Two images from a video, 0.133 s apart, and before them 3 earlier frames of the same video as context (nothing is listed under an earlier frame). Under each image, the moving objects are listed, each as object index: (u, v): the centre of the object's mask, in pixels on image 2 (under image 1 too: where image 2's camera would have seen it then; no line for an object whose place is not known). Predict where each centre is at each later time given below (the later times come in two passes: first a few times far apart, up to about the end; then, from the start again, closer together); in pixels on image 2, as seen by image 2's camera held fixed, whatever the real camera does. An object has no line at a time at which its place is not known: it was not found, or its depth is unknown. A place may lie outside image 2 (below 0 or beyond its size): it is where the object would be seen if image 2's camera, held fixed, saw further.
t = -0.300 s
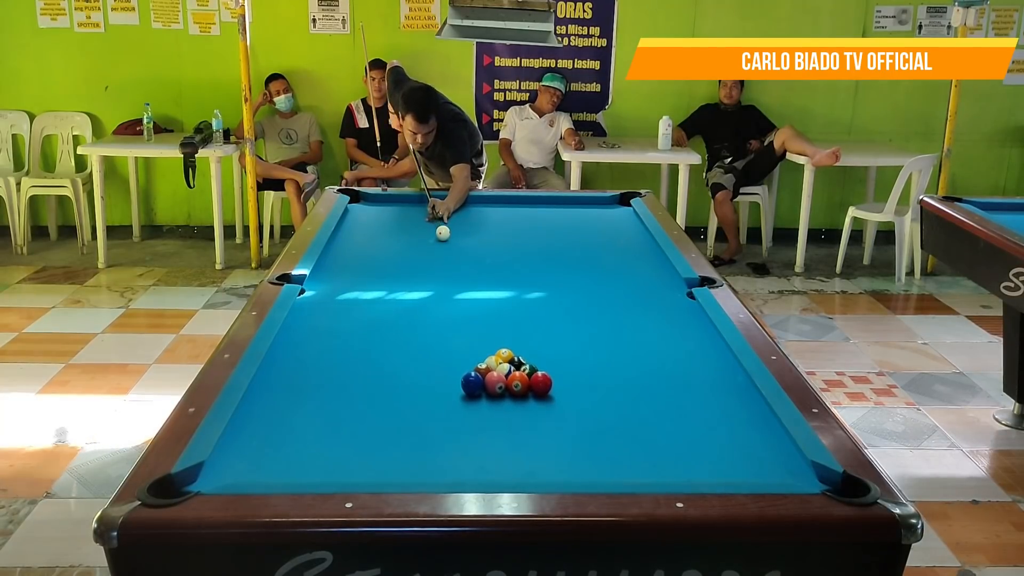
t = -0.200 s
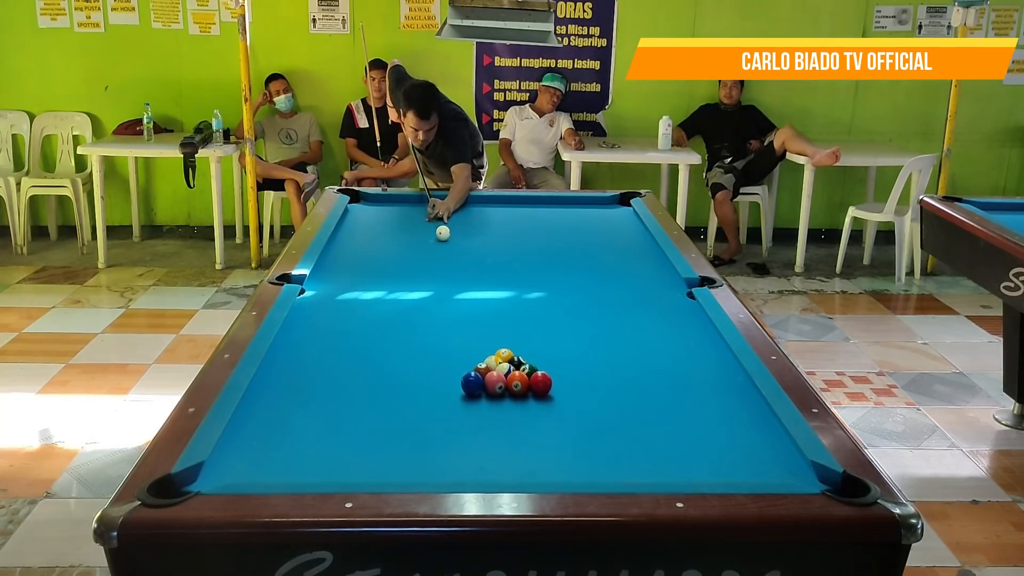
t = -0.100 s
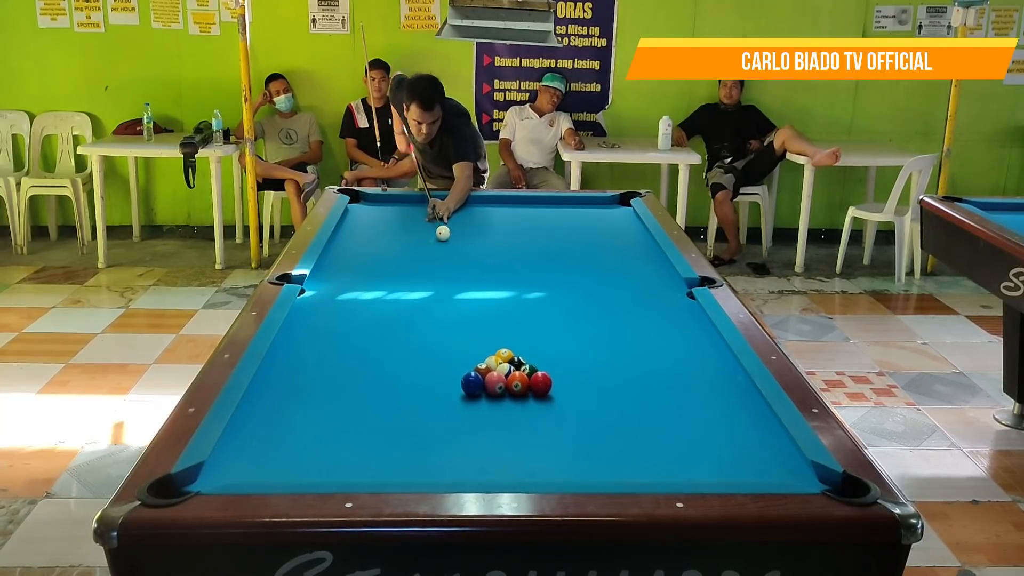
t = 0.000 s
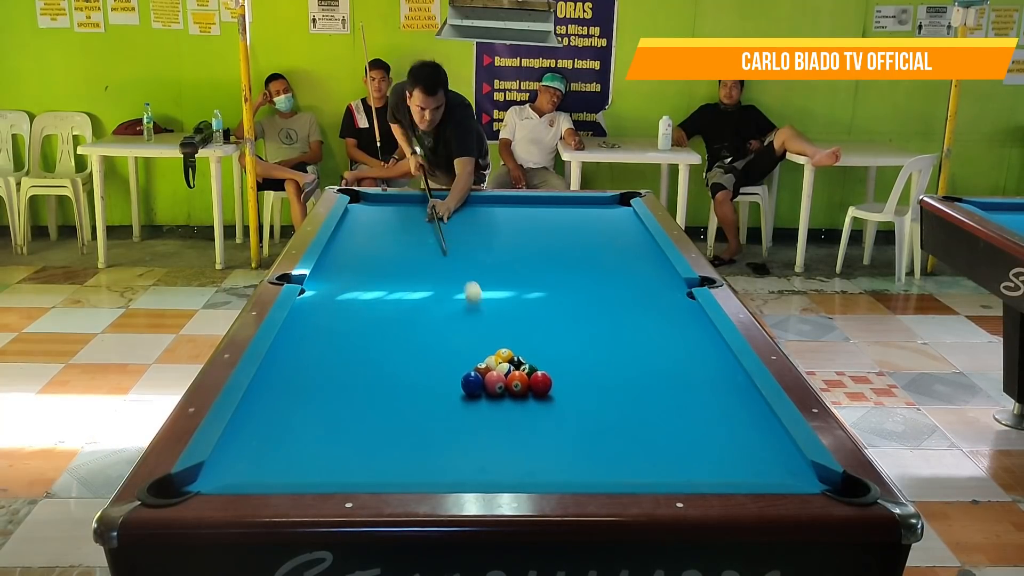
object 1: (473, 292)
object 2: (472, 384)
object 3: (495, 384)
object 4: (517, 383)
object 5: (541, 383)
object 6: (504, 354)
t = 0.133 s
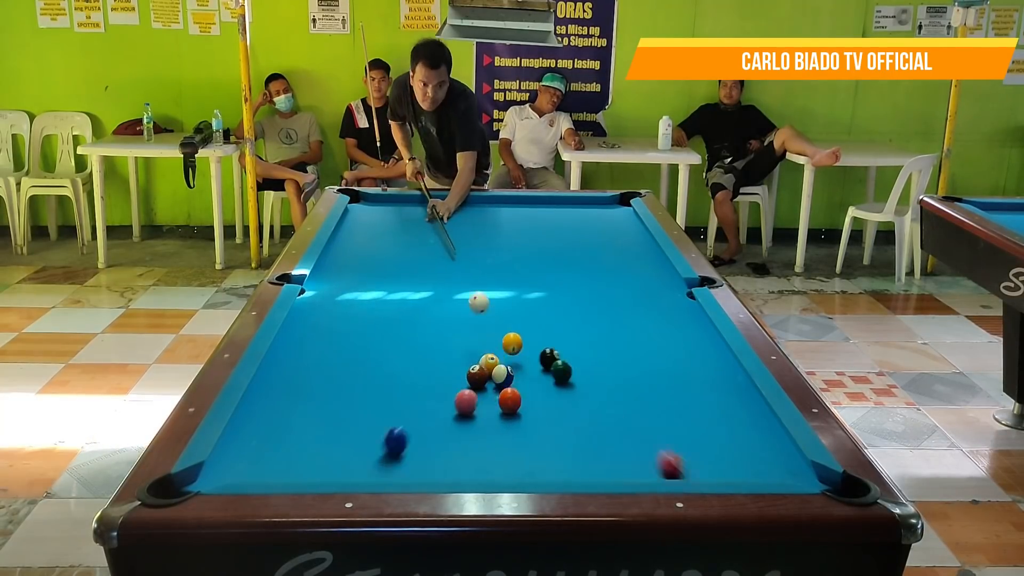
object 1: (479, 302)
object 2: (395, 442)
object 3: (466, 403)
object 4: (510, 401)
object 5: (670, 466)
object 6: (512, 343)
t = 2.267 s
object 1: (374, 211)
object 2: (456, 283)
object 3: (362, 335)
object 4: (432, 387)
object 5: (463, 252)
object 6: (577, 237)
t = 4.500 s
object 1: (413, 225)
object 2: (535, 265)
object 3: (474, 275)
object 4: (432, 386)
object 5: (446, 440)
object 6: (589, 206)
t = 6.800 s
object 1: (425, 240)
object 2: (541, 265)
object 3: (505, 261)
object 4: (432, 386)
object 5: (642, 398)
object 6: (599, 212)
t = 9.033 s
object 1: (426, 240)
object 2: (541, 265)
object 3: (506, 261)
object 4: (432, 386)
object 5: (690, 375)
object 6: (599, 212)
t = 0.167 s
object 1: (470, 291)
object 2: (362, 466)
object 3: (456, 410)
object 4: (507, 407)
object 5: (702, 463)
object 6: (515, 345)
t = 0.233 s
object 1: (455, 282)
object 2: (326, 452)
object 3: (436, 423)
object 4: (502, 419)
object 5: (725, 422)
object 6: (520, 342)
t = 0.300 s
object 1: (441, 288)
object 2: (307, 429)
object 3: (415, 437)
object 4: (496, 432)
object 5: (744, 390)
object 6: (525, 339)
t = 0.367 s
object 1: (426, 310)
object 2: (292, 405)
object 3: (394, 451)
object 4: (491, 445)
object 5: (715, 366)
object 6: (530, 335)
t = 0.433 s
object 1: (413, 303)
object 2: (279, 386)
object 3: (371, 465)
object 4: (485, 459)
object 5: (683, 345)
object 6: (535, 331)
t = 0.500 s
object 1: (401, 296)
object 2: (269, 369)
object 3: (350, 471)
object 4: (478, 469)
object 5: (663, 328)
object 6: (540, 326)
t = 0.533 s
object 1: (396, 298)
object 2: (278, 362)
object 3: (344, 469)
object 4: (475, 472)
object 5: (666, 320)
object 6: (542, 324)
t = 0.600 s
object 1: (384, 304)
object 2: (295, 349)
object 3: (333, 464)
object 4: (471, 467)
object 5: (666, 306)
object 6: (547, 320)
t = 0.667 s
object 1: (374, 301)
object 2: (311, 336)
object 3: (323, 455)
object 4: (468, 461)
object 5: (664, 292)
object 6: (551, 316)
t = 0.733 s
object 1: (364, 302)
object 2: (326, 325)
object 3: (313, 446)
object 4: (464, 453)
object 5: (662, 280)
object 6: (555, 312)
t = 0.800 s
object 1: (355, 303)
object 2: (340, 314)
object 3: (304, 439)
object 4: (461, 446)
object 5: (660, 268)
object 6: (560, 308)
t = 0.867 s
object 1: (351, 295)
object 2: (349, 310)
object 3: (295, 432)
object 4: (458, 439)
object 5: (659, 258)
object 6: (564, 304)
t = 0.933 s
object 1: (349, 289)
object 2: (354, 309)
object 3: (286, 425)
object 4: (455, 431)
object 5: (651, 248)
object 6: (567, 301)
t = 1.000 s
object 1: (347, 282)
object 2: (361, 308)
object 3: (278, 418)
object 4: (452, 425)
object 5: (642, 239)
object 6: (570, 297)
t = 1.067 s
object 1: (344, 277)
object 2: (367, 306)
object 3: (270, 412)
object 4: (450, 418)
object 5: (634, 230)
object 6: (570, 292)
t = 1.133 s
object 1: (342, 271)
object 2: (373, 304)
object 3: (262, 406)
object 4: (447, 412)
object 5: (627, 222)
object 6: (570, 288)
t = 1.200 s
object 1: (339, 266)
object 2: (379, 302)
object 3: (255, 399)
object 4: (444, 406)
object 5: (619, 215)
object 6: (571, 284)
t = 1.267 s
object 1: (337, 261)
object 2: (385, 301)
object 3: (261, 394)
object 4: (442, 401)
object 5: (613, 207)
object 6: (571, 280)
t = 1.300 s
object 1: (336, 258)
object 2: (387, 300)
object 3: (265, 391)
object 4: (441, 398)
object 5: (610, 204)
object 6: (572, 278)
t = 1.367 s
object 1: (334, 253)
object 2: (393, 299)
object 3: (273, 387)
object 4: (439, 395)
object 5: (603, 201)
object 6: (573, 274)
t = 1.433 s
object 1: (332, 249)
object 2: (398, 297)
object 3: (281, 382)
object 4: (438, 394)
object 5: (594, 204)
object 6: (573, 271)
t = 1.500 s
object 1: (334, 245)
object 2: (404, 296)
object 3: (289, 377)
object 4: (438, 393)
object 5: (585, 208)
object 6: (574, 268)
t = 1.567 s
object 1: (339, 241)
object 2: (409, 294)
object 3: (296, 373)
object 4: (437, 392)
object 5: (576, 212)
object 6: (574, 265)
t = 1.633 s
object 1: (343, 238)
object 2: (414, 293)
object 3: (304, 369)
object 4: (437, 391)
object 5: (566, 215)
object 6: (574, 262)
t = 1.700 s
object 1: (346, 235)
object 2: (419, 292)
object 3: (311, 365)
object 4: (436, 390)
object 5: (557, 219)
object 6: (575, 259)
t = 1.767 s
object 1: (350, 232)
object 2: (424, 290)
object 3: (317, 361)
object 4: (436, 390)
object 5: (547, 222)
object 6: (575, 256)
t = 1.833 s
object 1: (354, 228)
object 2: (429, 289)
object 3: (324, 357)
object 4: (435, 389)
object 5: (537, 226)
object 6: (575, 253)
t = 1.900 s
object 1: (357, 225)
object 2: (433, 288)
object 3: (330, 353)
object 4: (434, 388)
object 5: (526, 230)
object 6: (575, 251)
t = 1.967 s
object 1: (360, 222)
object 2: (438, 287)
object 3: (337, 349)
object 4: (434, 388)
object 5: (515, 234)
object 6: (576, 248)
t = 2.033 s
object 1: (364, 220)
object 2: (442, 286)
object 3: (342, 346)
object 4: (433, 387)
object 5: (504, 238)
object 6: (576, 245)
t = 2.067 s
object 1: (365, 218)
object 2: (444, 286)
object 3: (345, 344)
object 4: (433, 387)
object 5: (499, 240)
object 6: (576, 244)
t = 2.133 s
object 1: (368, 216)
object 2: (448, 284)
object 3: (351, 341)
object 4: (433, 387)
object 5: (487, 244)
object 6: (576, 242)
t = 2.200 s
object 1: (371, 213)
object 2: (452, 284)
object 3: (357, 338)
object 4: (432, 387)
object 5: (475, 248)
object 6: (576, 239)
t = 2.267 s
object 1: (374, 211)
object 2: (456, 283)
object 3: (362, 335)
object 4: (432, 387)
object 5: (463, 252)
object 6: (577, 237)
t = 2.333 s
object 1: (377, 208)
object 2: (460, 282)
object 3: (367, 332)
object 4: (432, 387)
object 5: (451, 257)
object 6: (577, 235)
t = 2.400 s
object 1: (380, 206)
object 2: (464, 281)
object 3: (372, 329)
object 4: (432, 387)
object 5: (438, 262)
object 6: (577, 232)
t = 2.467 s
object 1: (382, 204)
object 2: (467, 280)
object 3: (377, 326)
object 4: (432, 387)
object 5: (425, 266)
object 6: (577, 230)
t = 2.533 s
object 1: (385, 202)
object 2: (469, 277)
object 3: (382, 323)
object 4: (432, 387)
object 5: (411, 271)
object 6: (578, 228)
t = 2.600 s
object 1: (387, 199)
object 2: (476, 275)
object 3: (386, 321)
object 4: (432, 387)
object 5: (397, 276)
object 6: (578, 226)
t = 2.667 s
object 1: (389, 197)
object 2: (478, 277)
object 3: (391, 318)
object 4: (432, 387)
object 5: (383, 281)
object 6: (578, 225)
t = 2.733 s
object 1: (390, 198)
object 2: (481, 276)
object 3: (395, 316)
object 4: (432, 387)
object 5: (368, 286)
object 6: (578, 223)
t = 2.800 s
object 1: (391, 199)
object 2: (484, 276)
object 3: (399, 314)
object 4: (432, 387)
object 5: (352, 292)
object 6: (579, 221)
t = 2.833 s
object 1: (392, 200)
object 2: (486, 276)
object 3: (401, 313)
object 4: (432, 387)
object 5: (344, 295)
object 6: (579, 220)
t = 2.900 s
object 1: (393, 201)
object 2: (489, 275)
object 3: (405, 310)
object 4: (432, 387)
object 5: (328, 301)
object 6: (579, 218)
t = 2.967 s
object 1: (394, 202)
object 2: (492, 274)
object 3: (409, 308)
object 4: (432, 387)
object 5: (312, 306)
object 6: (579, 217)
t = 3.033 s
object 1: (395, 203)
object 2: (495, 274)
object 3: (413, 306)
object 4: (432, 387)
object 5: (299, 313)
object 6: (579, 215)
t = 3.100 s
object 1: (396, 204)
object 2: (498, 273)
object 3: (417, 304)
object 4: (432, 387)
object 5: (305, 317)
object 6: (580, 213)
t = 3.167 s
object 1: (397, 206)
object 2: (500, 272)
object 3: (420, 302)
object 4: (432, 387)
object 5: (310, 322)
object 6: (580, 212)
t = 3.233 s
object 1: (398, 207)
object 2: (503, 272)
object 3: (424, 300)
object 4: (432, 387)
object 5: (316, 327)
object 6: (580, 210)
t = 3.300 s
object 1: (399, 208)
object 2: (505, 271)
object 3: (427, 298)
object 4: (432, 387)
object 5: (322, 332)
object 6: (580, 209)
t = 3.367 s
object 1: (399, 209)
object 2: (507, 271)
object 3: (430, 297)
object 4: (432, 387)
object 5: (328, 337)
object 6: (580, 207)
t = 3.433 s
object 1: (401, 210)
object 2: (510, 270)
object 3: (434, 295)
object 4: (432, 386)
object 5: (334, 342)
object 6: (580, 206)
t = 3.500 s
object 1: (401, 211)
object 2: (512, 270)
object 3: (437, 293)
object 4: (432, 386)
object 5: (340, 348)
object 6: (581, 205)
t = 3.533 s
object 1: (402, 212)
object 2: (513, 269)
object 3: (438, 292)
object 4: (432, 386)
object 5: (343, 350)
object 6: (581, 204)
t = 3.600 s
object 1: (403, 213)
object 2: (515, 269)
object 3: (441, 291)
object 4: (432, 387)
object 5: (349, 356)
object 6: (581, 203)
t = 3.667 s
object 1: (404, 214)
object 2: (517, 269)
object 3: (444, 289)
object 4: (432, 387)
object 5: (355, 362)
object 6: (581, 202)
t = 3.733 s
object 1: (404, 215)
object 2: (519, 268)
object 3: (447, 288)
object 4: (432, 386)
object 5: (362, 367)
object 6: (582, 201)
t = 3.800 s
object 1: (405, 216)
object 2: (521, 268)
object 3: (450, 286)
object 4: (432, 386)
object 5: (368, 373)
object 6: (582, 200)
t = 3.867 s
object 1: (406, 217)
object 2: (522, 267)
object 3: (452, 285)
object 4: (432, 386)
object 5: (375, 378)
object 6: (583, 200)
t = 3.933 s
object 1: (407, 218)
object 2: (524, 267)
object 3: (455, 284)
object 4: (432, 386)
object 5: (382, 384)
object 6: (583, 201)
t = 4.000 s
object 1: (408, 219)
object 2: (526, 267)
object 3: (458, 283)
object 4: (432, 386)
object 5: (389, 390)
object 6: (584, 201)
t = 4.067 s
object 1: (408, 220)
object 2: (527, 266)
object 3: (460, 281)
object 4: (432, 386)
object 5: (396, 397)
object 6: (585, 202)
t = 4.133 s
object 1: (409, 221)
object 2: (529, 266)
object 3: (462, 280)
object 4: (432, 386)
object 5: (403, 403)
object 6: (586, 203)
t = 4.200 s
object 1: (410, 222)
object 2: (530, 266)
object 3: (465, 279)
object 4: (432, 386)
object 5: (410, 410)
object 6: (586, 203)
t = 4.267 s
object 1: (410, 222)
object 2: (531, 265)
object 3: (467, 278)
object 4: (432, 386)
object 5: (418, 416)
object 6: (587, 204)
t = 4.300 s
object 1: (411, 223)
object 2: (532, 265)
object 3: (468, 278)
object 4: (432, 386)
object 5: (422, 419)
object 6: (587, 204)
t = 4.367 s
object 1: (411, 224)
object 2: (533, 265)
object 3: (470, 277)
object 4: (432, 386)
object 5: (430, 426)
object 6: (588, 205)
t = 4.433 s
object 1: (412, 225)
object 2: (534, 265)
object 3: (472, 276)
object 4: (432, 386)
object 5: (438, 433)
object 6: (589, 205)
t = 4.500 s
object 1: (413, 225)
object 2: (535, 265)
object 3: (474, 275)
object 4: (432, 386)
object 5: (446, 440)
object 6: (589, 206)
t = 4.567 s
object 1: (413, 226)
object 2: (536, 265)
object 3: (476, 274)
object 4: (432, 387)
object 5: (454, 447)
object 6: (590, 206)
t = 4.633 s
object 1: (414, 227)
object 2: (537, 265)
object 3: (478, 273)
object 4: (432, 386)
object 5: (462, 454)
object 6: (591, 206)
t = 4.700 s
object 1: (415, 228)
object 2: (538, 264)
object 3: (480, 272)
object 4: (432, 387)
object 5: (471, 461)
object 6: (591, 207)
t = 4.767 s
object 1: (415, 229)
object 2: (539, 264)
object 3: (482, 271)
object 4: (432, 387)
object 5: (479, 467)
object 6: (591, 208)
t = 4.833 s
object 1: (416, 229)
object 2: (539, 264)
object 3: (483, 271)
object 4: (432, 387)
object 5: (488, 471)
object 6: (592, 208)
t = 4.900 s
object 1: (417, 230)
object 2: (540, 264)
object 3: (485, 270)
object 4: (432, 386)
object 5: (497, 471)
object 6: (593, 208)
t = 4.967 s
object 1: (417, 231)
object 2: (540, 264)
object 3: (487, 269)
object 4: (432, 387)
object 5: (504, 469)
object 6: (593, 209)
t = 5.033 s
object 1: (418, 232)
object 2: (540, 264)
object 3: (488, 269)
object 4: (432, 387)
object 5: (512, 467)
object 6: (594, 209)
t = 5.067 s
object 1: (418, 232)
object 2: (541, 264)
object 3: (489, 268)
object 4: (432, 387)
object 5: (516, 465)
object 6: (594, 209)
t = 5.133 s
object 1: (419, 233)
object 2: (541, 264)
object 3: (490, 268)
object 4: (432, 387)
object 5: (523, 463)
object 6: (595, 210)
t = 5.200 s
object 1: (419, 233)
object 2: (541, 264)
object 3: (492, 267)
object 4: (432, 387)
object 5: (529, 459)
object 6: (595, 210)
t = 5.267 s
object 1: (420, 234)
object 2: (541, 264)
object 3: (493, 267)
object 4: (432, 387)
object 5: (536, 455)
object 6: (596, 210)
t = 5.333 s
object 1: (420, 234)
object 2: (541, 264)
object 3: (494, 266)
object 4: (432, 387)
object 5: (542, 452)
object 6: (596, 210)
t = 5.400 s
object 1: (421, 235)
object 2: (541, 264)
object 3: (495, 266)
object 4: (432, 387)
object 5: (548, 448)
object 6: (597, 211)
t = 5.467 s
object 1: (421, 235)
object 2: (541, 264)
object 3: (496, 265)
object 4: (432, 387)
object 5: (555, 445)
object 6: (597, 211)
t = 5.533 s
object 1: (422, 236)
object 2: (541, 264)
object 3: (497, 265)
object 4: (432, 387)
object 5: (560, 441)
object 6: (597, 211)
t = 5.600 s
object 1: (422, 236)
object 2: (541, 264)
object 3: (498, 264)
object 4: (432, 386)
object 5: (566, 438)
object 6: (598, 211)
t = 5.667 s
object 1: (422, 237)
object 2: (541, 264)
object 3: (499, 264)
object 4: (432, 386)
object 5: (572, 435)
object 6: (598, 211)
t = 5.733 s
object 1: (423, 237)
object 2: (541, 264)
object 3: (499, 263)
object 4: (432, 386)
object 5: (577, 433)
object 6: (598, 212)
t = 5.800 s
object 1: (423, 237)
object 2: (541, 265)
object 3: (500, 263)
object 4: (432, 386)
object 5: (582, 430)
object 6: (598, 212)
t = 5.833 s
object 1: (423, 237)
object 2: (541, 265)
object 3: (501, 263)
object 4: (432, 386)
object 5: (585, 429)
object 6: (599, 212)
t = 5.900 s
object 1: (424, 238)
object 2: (541, 265)
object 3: (502, 263)
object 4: (432, 386)
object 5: (590, 426)
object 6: (599, 212)
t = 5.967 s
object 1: (424, 238)
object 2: (541, 265)
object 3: (502, 262)
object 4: (432, 387)
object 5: (595, 423)
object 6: (599, 212)
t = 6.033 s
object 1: (424, 239)
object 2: (541, 265)
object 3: (503, 262)
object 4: (432, 387)
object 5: (599, 421)
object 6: (599, 212)
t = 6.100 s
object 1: (424, 239)
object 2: (541, 265)
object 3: (504, 262)
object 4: (432, 386)
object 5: (603, 418)
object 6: (599, 212)
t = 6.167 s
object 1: (424, 239)
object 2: (541, 265)
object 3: (504, 262)
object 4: (432, 386)
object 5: (608, 416)
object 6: (599, 212)
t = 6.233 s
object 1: (425, 239)
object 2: (541, 264)
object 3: (504, 262)
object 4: (432, 386)
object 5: (612, 414)
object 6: (599, 212)
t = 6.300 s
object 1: (425, 240)
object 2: (541, 265)
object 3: (505, 262)
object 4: (432, 386)
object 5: (616, 411)
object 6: (599, 212)
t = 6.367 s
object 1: (425, 240)
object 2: (541, 264)
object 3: (505, 261)
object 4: (432, 386)
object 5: (620, 410)
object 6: (599, 212)
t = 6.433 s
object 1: (425, 240)
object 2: (541, 265)
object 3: (505, 261)
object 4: (432, 386)
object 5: (624, 408)
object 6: (599, 212)
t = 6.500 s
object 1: (425, 240)
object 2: (541, 265)
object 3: (505, 261)
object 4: (432, 386)
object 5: (627, 406)
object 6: (599, 212)
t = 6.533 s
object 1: (425, 240)
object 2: (541, 265)
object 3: (505, 261)
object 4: (432, 386)
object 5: (629, 405)
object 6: (599, 212)
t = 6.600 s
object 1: (425, 240)
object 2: (541, 265)
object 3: (505, 261)
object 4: (432, 386)
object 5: (633, 403)
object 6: (599, 212)
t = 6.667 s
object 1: (425, 240)
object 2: (541, 265)
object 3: (505, 261)
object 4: (432, 386)
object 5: (636, 402)
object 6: (599, 212)
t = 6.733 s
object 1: (425, 240)
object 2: (541, 265)
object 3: (505, 261)
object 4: (432, 386)
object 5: (639, 399)
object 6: (599, 212)
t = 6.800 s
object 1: (425, 240)
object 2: (541, 265)
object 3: (505, 261)
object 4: (432, 386)
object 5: (642, 398)
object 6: (599, 212)
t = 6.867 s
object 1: (425, 240)
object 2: (541, 265)
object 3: (505, 261)
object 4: (432, 386)
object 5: (645, 397)
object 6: (599, 212)
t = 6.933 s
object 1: (425, 240)
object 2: (541, 265)
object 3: (505, 261)
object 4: (432, 386)
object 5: (648, 395)
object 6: (599, 212)
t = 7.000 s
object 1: (425, 240)
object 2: (541, 265)
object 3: (505, 261)
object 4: (432, 386)
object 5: (651, 394)
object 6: (599, 212)
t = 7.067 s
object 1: (425, 240)
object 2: (541, 265)
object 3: (505, 261)
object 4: (432, 386)
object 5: (654, 392)
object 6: (599, 212)
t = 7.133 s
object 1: (425, 240)
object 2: (541, 265)
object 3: (505, 261)
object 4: (432, 386)
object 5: (656, 391)
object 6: (599, 212)
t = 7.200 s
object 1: (425, 240)
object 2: (541, 265)
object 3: (505, 261)
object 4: (432, 386)
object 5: (659, 390)
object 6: (599, 212)
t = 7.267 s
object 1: (425, 240)
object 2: (541, 265)
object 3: (505, 261)
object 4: (432, 386)
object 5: (662, 389)
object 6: (599, 212)
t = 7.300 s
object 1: (425, 240)
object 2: (541, 265)
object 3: (505, 261)
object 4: (432, 386)
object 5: (663, 388)
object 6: (599, 212)
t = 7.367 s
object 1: (425, 240)
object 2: (541, 265)
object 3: (505, 261)
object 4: (432, 386)
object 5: (665, 387)
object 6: (599, 212)
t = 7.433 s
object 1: (425, 240)
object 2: (541, 265)
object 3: (505, 261)
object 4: (432, 386)
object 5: (667, 386)
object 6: (599, 212)
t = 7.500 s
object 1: (425, 240)
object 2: (541, 265)
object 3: (505, 261)
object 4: (432, 386)
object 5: (669, 385)
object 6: (599, 212)
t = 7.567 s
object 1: (425, 240)
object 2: (541, 265)
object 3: (505, 261)
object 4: (432, 386)
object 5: (671, 384)
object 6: (599, 212)
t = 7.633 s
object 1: (425, 240)
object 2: (541, 265)
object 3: (505, 261)
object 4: (432, 386)
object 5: (673, 383)
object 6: (599, 212)
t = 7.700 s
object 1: (425, 240)
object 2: (541, 265)
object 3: (505, 261)
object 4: (432, 386)
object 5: (675, 383)
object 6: (599, 212)
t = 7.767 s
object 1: (425, 240)
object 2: (541, 265)
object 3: (505, 261)
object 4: (432, 386)
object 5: (676, 382)
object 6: (599, 212)
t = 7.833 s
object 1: (426, 240)
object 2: (541, 265)
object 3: (505, 261)
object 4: (432, 386)
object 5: (678, 381)
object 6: (599, 212)
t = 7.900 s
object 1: (425, 240)
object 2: (541, 265)
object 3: (505, 261)
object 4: (432, 386)
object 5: (679, 380)
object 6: (599, 212)
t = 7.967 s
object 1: (426, 240)
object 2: (541, 265)
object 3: (505, 261)
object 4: (432, 386)
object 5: (680, 380)
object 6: (599, 212)
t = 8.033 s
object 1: (426, 240)
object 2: (541, 265)
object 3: (505, 261)
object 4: (432, 386)
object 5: (681, 379)
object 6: (599, 212)
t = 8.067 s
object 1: (426, 240)
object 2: (541, 265)
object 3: (505, 261)
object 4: (432, 386)
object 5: (682, 379)
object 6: (599, 212)
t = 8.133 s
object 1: (426, 240)
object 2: (541, 265)
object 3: (505, 261)
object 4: (432, 386)
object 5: (683, 378)
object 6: (599, 212)
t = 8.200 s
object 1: (426, 240)
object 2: (541, 265)
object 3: (505, 261)
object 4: (432, 386)
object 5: (684, 377)
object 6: (599, 212)
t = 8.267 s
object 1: (426, 240)
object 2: (541, 265)
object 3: (505, 261)
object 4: (432, 386)
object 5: (684, 377)
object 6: (599, 212)
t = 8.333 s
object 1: (426, 240)
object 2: (541, 265)
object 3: (506, 261)
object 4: (432, 386)
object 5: (685, 377)
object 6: (599, 212)
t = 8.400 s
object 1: (426, 240)
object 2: (541, 265)
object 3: (505, 261)
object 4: (432, 386)
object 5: (686, 377)
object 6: (599, 212)
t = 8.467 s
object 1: (426, 240)
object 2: (541, 265)
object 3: (505, 261)
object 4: (432, 386)
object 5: (687, 376)
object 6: (599, 212)
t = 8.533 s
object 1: (426, 240)
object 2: (541, 265)
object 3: (506, 261)
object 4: (432, 386)
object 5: (688, 376)
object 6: (599, 212)
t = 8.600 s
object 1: (426, 240)
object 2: (541, 265)
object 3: (505, 261)
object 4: (432, 386)
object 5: (688, 376)
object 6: (599, 212)
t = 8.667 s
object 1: (426, 240)
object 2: (541, 265)
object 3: (505, 261)
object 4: (432, 386)
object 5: (689, 376)
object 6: (599, 212)
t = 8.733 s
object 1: (426, 240)
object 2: (541, 265)
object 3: (506, 261)
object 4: (432, 386)
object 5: (689, 376)
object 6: (599, 212)
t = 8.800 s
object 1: (426, 240)
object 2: (541, 265)
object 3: (506, 261)
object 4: (432, 386)
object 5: (689, 376)
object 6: (599, 212)
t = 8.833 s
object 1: (426, 240)
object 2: (541, 265)
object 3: (506, 261)
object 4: (432, 386)
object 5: (689, 376)
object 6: (599, 212)
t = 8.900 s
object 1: (426, 240)
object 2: (541, 265)
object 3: (506, 261)
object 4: (432, 386)
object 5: (690, 375)
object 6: (599, 212)
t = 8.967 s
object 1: (426, 240)
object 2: (541, 265)
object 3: (506, 261)
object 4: (432, 386)
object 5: (690, 376)
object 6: (599, 212)
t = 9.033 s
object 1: (426, 240)
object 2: (541, 265)
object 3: (506, 261)
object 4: (432, 386)
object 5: (690, 375)
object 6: (599, 212)
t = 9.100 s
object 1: (426, 240)
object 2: (541, 265)
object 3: (506, 261)
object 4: (432, 386)
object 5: (690, 376)
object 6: (599, 212)
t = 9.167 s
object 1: (426, 240)
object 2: (541, 265)
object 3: (506, 261)
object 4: (432, 386)
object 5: (690, 376)
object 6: (599, 212)
